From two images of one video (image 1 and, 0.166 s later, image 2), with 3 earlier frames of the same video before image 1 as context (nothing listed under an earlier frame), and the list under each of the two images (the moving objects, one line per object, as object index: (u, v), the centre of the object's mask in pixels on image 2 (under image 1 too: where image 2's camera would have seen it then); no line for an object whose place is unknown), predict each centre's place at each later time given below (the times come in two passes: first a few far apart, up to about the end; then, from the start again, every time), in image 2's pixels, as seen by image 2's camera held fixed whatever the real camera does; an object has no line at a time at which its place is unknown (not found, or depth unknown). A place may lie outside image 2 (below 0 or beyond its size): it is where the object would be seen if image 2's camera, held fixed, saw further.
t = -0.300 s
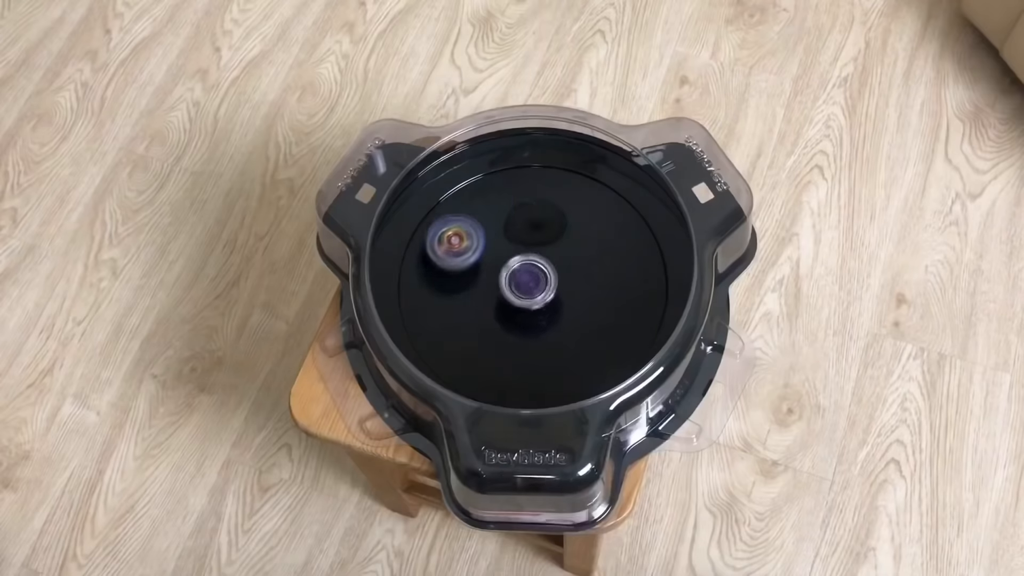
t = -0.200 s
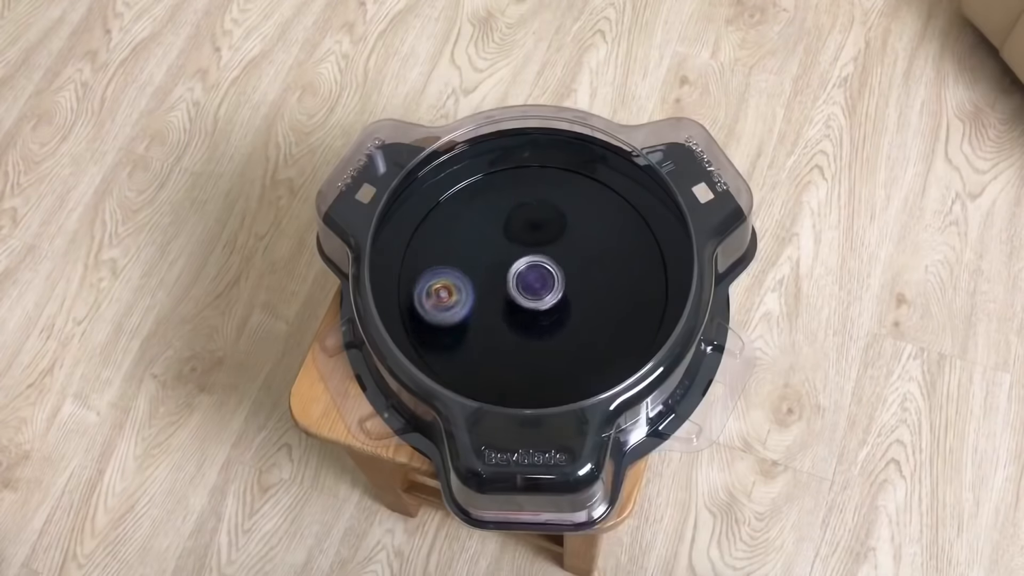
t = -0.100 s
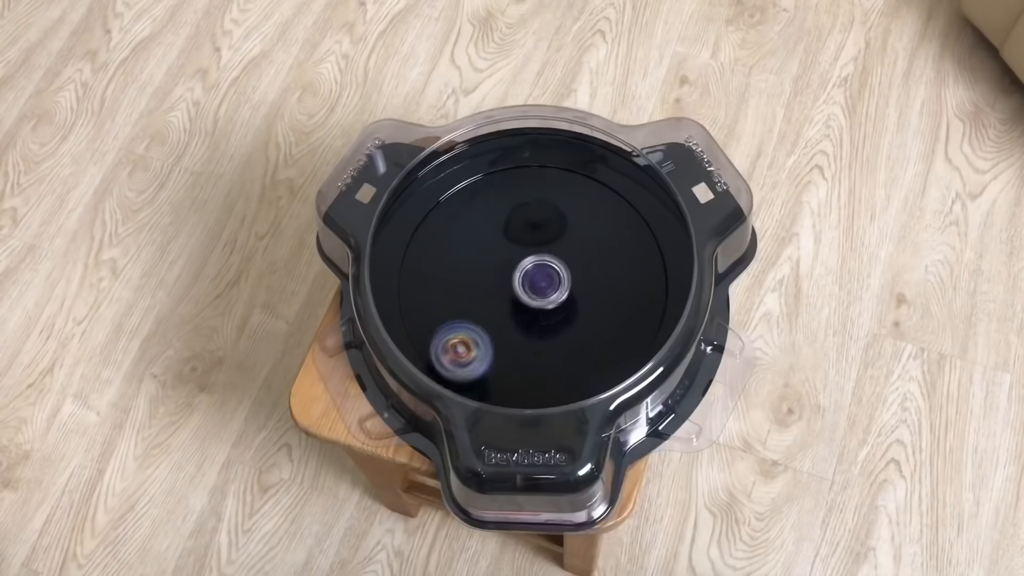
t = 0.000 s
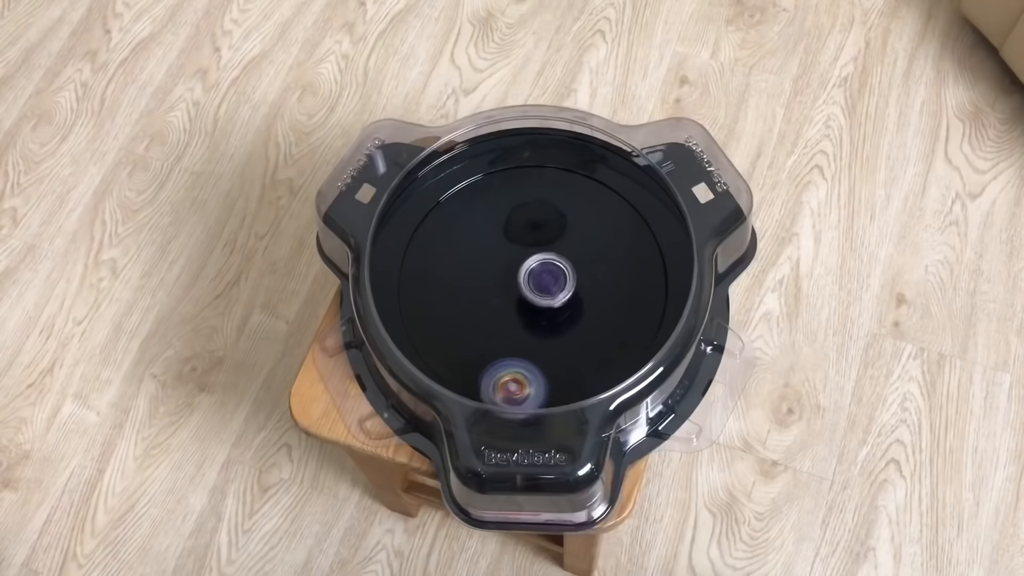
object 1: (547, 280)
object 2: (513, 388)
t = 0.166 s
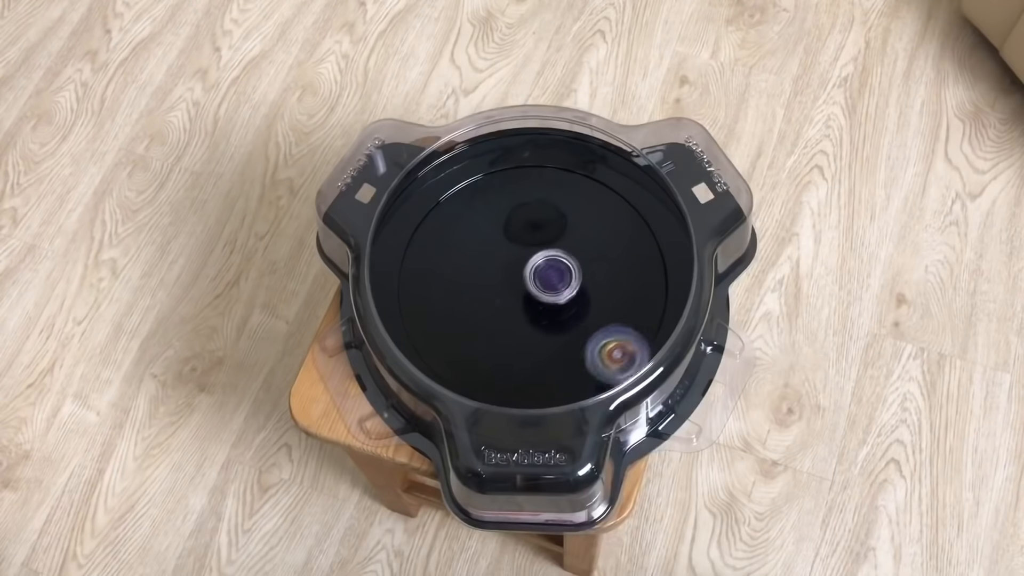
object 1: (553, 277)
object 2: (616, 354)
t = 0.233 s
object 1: (554, 275)
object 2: (637, 315)
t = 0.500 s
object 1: (550, 270)
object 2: (550, 194)
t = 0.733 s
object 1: (539, 273)
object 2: (419, 237)
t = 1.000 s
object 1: (528, 283)
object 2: (471, 356)
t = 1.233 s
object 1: (526, 291)
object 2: (606, 308)
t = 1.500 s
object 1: (531, 292)
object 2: (570, 185)
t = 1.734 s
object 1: (534, 283)
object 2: (458, 212)
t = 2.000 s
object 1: (530, 270)
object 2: (486, 327)
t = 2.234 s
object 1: (525, 265)
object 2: (599, 325)
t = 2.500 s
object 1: (524, 268)
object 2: (617, 230)
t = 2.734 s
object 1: (532, 273)
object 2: (520, 215)
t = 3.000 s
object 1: (549, 285)
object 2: (459, 291)
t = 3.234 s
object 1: (558, 283)
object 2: (524, 352)
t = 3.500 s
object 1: (542, 232)
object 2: (622, 332)
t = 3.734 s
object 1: (511, 216)
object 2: (616, 253)
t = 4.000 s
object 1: (448, 209)
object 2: (518, 262)
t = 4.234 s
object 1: (439, 243)
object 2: (473, 324)
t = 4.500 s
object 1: (483, 277)
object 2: (545, 355)
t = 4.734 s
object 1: (490, 260)
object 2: (624, 295)
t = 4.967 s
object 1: (493, 259)
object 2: (648, 236)
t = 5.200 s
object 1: (515, 277)
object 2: (575, 206)
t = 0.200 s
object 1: (553, 276)
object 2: (630, 337)
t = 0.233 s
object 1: (554, 275)
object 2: (637, 315)
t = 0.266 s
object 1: (554, 275)
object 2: (639, 293)
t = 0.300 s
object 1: (553, 274)
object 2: (636, 272)
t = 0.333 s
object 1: (553, 274)
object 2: (629, 252)
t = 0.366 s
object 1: (553, 273)
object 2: (618, 234)
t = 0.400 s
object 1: (552, 272)
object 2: (603, 219)
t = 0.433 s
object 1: (552, 271)
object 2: (587, 207)
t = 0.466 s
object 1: (550, 271)
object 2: (569, 199)
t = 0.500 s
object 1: (550, 270)
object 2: (550, 194)
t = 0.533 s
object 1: (549, 270)
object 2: (528, 191)
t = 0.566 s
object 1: (547, 270)
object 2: (507, 192)
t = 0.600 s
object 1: (546, 271)
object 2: (485, 195)
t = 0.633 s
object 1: (544, 271)
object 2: (464, 201)
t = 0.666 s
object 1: (542, 272)
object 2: (446, 211)
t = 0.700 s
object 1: (541, 273)
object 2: (431, 224)
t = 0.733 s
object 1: (539, 273)
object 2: (419, 237)
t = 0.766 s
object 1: (537, 274)
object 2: (412, 253)
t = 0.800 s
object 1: (536, 275)
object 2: (408, 269)
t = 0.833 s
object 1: (534, 276)
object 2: (409, 286)
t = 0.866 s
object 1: (533, 277)
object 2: (413, 302)
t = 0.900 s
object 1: (531, 279)
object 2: (422, 318)
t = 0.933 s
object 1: (530, 280)
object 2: (435, 333)
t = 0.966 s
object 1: (529, 281)
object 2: (451, 346)
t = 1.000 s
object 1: (528, 283)
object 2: (471, 356)
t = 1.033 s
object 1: (527, 284)
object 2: (494, 362)
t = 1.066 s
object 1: (527, 285)
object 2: (517, 363)
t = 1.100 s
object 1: (527, 286)
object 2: (539, 359)
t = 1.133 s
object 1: (526, 287)
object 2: (560, 352)
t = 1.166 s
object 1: (526, 289)
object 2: (579, 340)
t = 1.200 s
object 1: (526, 290)
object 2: (594, 325)
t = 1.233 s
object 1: (526, 291)
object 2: (606, 308)
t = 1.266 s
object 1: (527, 292)
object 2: (614, 290)
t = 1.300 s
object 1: (527, 292)
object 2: (617, 271)
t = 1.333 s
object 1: (528, 292)
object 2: (616, 253)
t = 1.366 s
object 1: (528, 293)
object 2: (613, 236)
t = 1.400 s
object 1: (529, 293)
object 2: (606, 221)
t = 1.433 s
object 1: (529, 293)
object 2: (596, 206)
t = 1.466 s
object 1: (530, 293)
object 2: (583, 194)
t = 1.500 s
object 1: (531, 292)
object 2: (570, 185)
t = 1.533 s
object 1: (532, 291)
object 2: (555, 180)
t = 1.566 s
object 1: (532, 290)
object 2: (538, 176)
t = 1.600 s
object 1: (533, 289)
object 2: (520, 177)
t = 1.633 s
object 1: (534, 287)
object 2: (501, 181)
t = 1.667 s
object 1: (534, 286)
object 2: (484, 188)
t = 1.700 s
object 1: (534, 284)
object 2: (470, 198)
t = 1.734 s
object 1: (534, 283)
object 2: (458, 212)
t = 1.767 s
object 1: (534, 281)
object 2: (451, 227)
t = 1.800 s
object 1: (534, 280)
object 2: (447, 242)
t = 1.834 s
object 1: (534, 278)
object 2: (446, 259)
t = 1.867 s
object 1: (533, 276)
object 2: (449, 275)
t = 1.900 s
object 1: (532, 274)
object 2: (454, 290)
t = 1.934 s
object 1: (532, 272)
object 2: (463, 305)
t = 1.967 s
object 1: (531, 272)
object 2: (474, 318)
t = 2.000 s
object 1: (530, 270)
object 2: (486, 327)
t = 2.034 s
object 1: (529, 268)
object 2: (501, 335)
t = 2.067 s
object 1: (529, 268)
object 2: (518, 340)
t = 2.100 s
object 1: (528, 267)
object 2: (536, 342)
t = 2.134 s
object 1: (527, 266)
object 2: (553, 342)
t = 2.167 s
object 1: (526, 266)
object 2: (570, 340)
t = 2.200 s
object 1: (526, 265)
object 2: (585, 334)
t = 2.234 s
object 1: (525, 265)
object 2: (599, 325)
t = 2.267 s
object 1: (525, 265)
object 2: (611, 315)
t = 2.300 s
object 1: (524, 265)
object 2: (621, 303)
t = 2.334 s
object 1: (523, 265)
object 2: (628, 291)
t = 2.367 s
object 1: (523, 266)
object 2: (631, 278)
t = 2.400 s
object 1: (523, 267)
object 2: (633, 265)
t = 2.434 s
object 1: (523, 267)
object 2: (630, 252)
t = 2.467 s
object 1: (523, 267)
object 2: (625, 240)
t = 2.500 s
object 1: (524, 268)
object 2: (617, 230)
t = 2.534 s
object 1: (525, 269)
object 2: (606, 220)
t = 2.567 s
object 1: (526, 270)
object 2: (593, 213)
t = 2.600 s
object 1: (527, 271)
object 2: (579, 208)
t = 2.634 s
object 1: (528, 272)
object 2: (564, 206)
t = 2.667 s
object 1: (529, 272)
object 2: (548, 207)
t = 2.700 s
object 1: (531, 273)
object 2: (533, 210)
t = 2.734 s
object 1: (532, 273)
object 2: (520, 215)
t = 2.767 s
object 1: (534, 275)
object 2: (507, 221)
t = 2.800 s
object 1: (536, 277)
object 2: (496, 227)
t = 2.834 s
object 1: (539, 280)
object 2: (485, 234)
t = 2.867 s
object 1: (540, 282)
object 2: (476, 243)
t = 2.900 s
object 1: (543, 283)
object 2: (469, 254)
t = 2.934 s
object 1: (545, 284)
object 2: (463, 265)
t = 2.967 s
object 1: (547, 285)
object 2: (460, 278)
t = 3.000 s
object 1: (549, 285)
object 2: (459, 291)
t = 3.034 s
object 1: (551, 286)
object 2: (460, 304)
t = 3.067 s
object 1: (553, 286)
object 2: (465, 317)
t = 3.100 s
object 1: (555, 286)
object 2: (473, 328)
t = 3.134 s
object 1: (556, 285)
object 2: (482, 338)
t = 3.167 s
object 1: (557, 285)
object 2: (495, 345)
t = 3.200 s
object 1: (558, 284)
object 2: (509, 350)
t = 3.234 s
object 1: (558, 283)
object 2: (524, 352)
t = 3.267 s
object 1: (558, 282)
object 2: (539, 351)
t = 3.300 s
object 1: (558, 281)
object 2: (552, 348)
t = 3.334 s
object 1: (558, 280)
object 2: (566, 341)
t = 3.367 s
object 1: (557, 278)
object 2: (577, 334)
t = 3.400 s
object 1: (554, 262)
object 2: (590, 340)
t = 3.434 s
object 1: (550, 249)
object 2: (602, 341)
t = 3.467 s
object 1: (547, 238)
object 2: (613, 339)
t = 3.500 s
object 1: (542, 232)
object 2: (622, 332)
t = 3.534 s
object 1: (538, 227)
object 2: (629, 324)
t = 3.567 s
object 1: (533, 223)
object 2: (635, 313)
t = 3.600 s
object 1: (528, 220)
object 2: (638, 301)
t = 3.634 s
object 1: (523, 218)
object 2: (638, 288)
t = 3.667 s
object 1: (518, 217)
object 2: (635, 276)
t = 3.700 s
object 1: (514, 216)
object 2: (627, 263)
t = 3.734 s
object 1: (511, 216)
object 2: (616, 253)
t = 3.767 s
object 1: (507, 216)
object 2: (601, 245)
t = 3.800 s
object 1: (504, 217)
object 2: (586, 240)
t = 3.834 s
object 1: (501, 217)
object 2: (569, 237)
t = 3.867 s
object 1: (495, 215)
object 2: (556, 237)
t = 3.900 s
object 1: (481, 211)
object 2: (549, 243)
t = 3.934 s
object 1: (466, 208)
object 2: (540, 249)
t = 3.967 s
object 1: (456, 207)
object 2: (529, 255)
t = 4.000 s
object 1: (448, 209)
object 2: (518, 262)
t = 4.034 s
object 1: (442, 212)
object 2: (507, 269)
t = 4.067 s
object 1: (438, 216)
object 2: (497, 277)
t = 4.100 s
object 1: (435, 220)
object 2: (489, 286)
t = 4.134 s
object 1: (435, 226)
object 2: (482, 295)
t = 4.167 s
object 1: (435, 231)
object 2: (477, 304)
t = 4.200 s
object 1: (436, 237)
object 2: (474, 314)
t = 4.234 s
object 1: (439, 243)
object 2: (473, 324)
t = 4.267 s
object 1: (443, 249)
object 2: (475, 334)
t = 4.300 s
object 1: (447, 254)
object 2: (479, 343)
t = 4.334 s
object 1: (452, 258)
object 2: (485, 351)
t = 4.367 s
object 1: (459, 263)
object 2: (495, 358)
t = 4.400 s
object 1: (465, 268)
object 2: (506, 363)
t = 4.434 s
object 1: (470, 271)
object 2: (519, 364)
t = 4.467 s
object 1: (477, 274)
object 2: (533, 362)
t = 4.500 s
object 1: (483, 277)
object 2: (545, 355)
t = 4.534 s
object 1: (489, 279)
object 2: (556, 347)
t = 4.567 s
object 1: (496, 281)
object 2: (564, 336)
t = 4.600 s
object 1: (505, 283)
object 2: (571, 323)
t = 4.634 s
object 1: (512, 285)
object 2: (574, 309)
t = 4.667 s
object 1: (507, 279)
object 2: (589, 303)
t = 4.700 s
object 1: (497, 269)
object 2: (608, 298)
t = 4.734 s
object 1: (490, 260)
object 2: (624, 295)
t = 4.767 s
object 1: (485, 254)
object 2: (635, 289)
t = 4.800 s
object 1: (484, 250)
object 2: (641, 281)
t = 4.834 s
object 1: (484, 250)
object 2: (646, 272)
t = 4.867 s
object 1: (486, 250)
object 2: (648, 264)
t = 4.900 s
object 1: (488, 253)
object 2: (649, 255)
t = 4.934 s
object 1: (490, 256)
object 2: (649, 246)
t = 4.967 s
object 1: (493, 259)
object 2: (648, 236)
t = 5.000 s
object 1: (495, 262)
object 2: (644, 227)
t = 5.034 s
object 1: (498, 265)
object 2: (637, 219)
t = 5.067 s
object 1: (501, 267)
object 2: (628, 212)
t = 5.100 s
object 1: (506, 270)
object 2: (616, 206)
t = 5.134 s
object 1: (509, 272)
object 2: (603, 204)
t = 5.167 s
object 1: (512, 274)
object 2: (590, 204)
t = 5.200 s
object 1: (515, 277)
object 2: (575, 206)
